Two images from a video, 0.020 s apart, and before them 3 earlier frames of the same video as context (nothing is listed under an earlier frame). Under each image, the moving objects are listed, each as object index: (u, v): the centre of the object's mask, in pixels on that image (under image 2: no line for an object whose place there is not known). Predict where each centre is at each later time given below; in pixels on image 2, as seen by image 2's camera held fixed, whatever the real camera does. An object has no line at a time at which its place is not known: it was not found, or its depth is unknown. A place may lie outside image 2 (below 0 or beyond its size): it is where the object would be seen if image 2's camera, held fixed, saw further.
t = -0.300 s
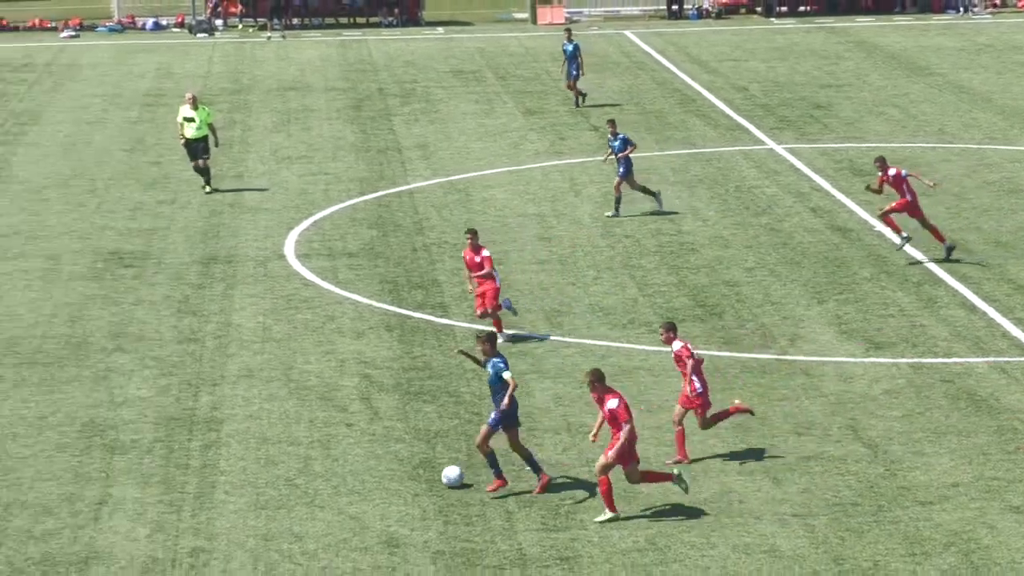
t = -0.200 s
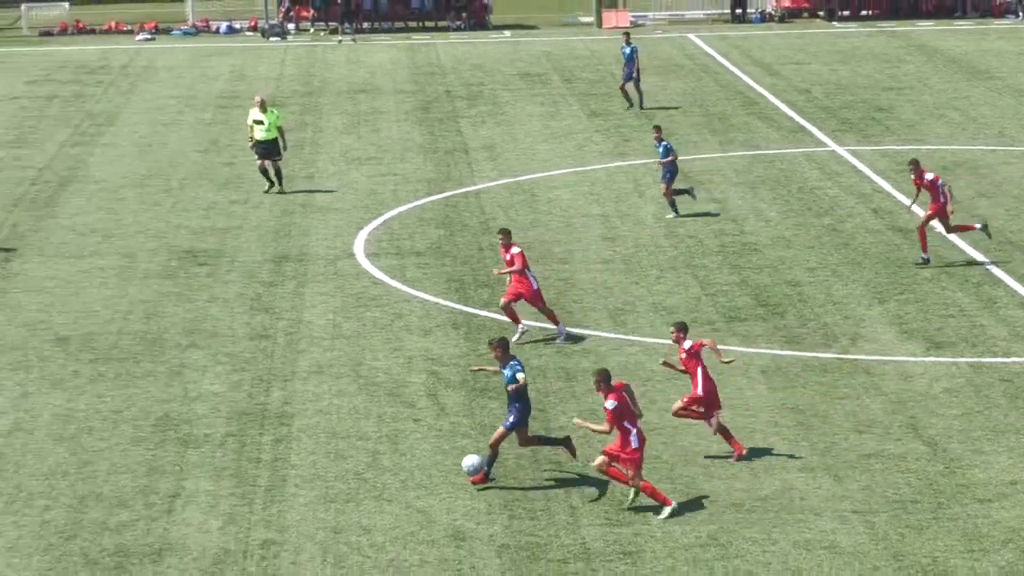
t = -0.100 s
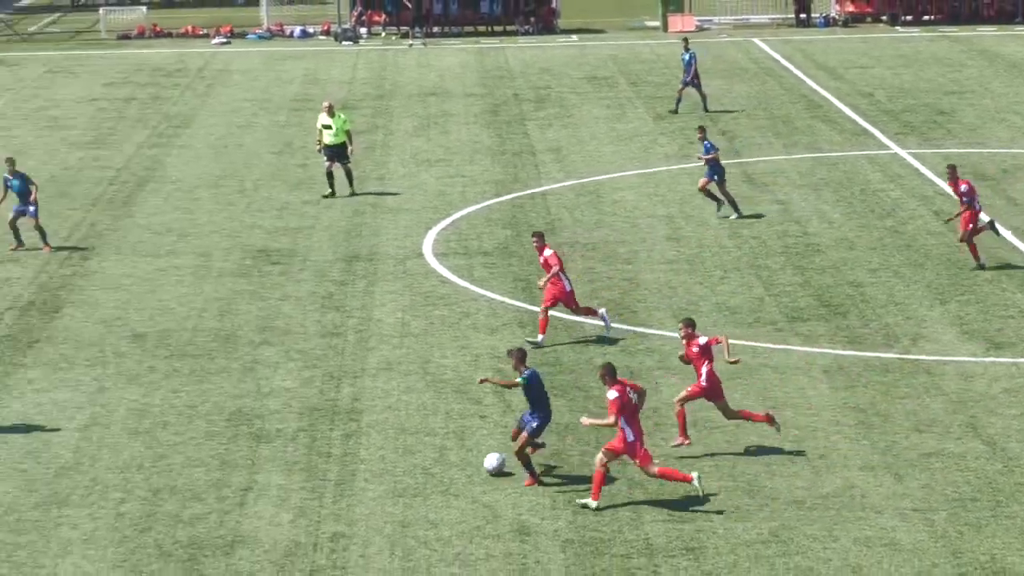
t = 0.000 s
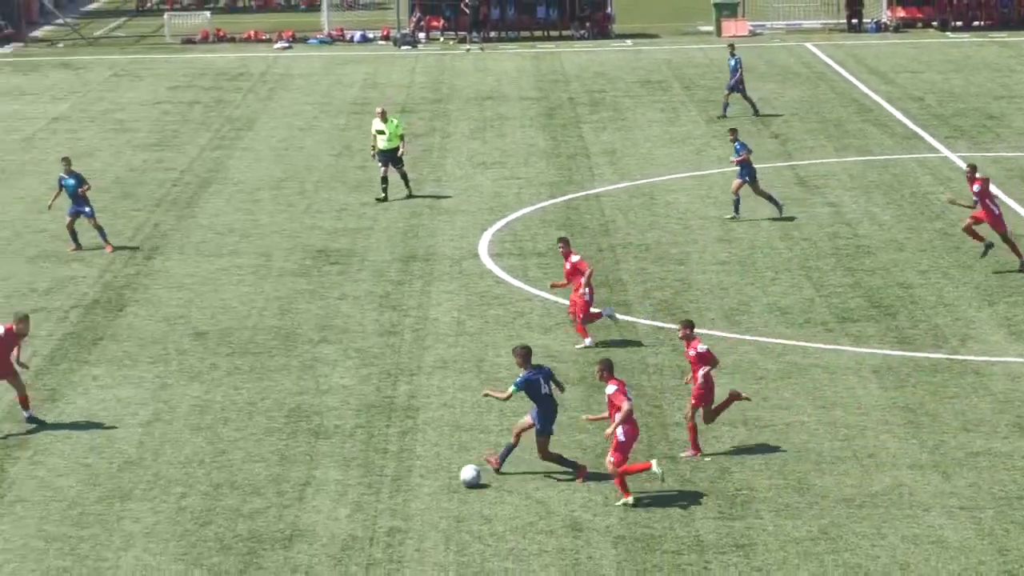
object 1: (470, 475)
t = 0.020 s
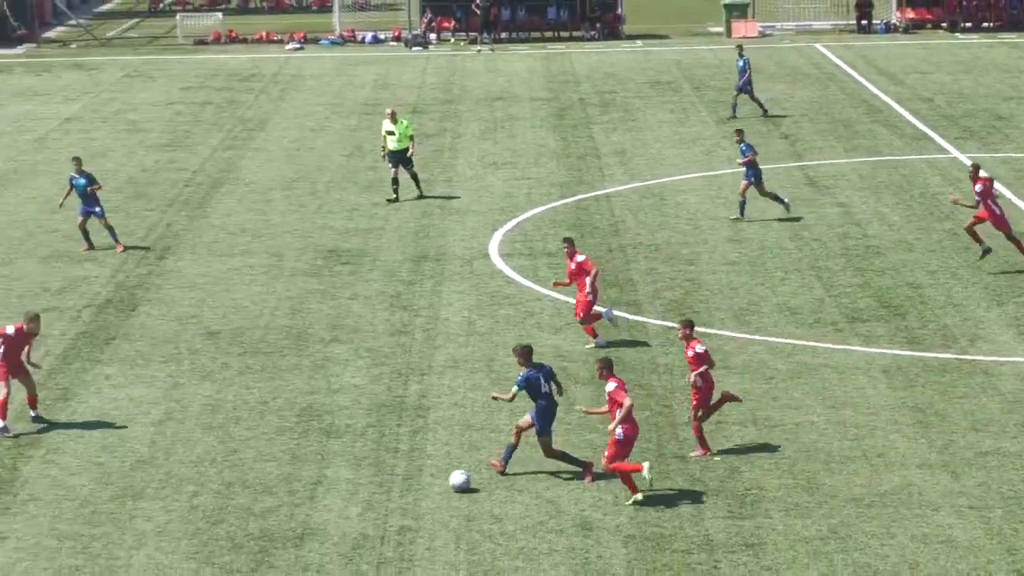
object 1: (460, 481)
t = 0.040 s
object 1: (439, 486)
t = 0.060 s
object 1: (418, 491)
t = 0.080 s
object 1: (398, 495)
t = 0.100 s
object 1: (378, 500)
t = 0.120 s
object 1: (357, 505)
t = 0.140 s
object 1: (336, 510)
